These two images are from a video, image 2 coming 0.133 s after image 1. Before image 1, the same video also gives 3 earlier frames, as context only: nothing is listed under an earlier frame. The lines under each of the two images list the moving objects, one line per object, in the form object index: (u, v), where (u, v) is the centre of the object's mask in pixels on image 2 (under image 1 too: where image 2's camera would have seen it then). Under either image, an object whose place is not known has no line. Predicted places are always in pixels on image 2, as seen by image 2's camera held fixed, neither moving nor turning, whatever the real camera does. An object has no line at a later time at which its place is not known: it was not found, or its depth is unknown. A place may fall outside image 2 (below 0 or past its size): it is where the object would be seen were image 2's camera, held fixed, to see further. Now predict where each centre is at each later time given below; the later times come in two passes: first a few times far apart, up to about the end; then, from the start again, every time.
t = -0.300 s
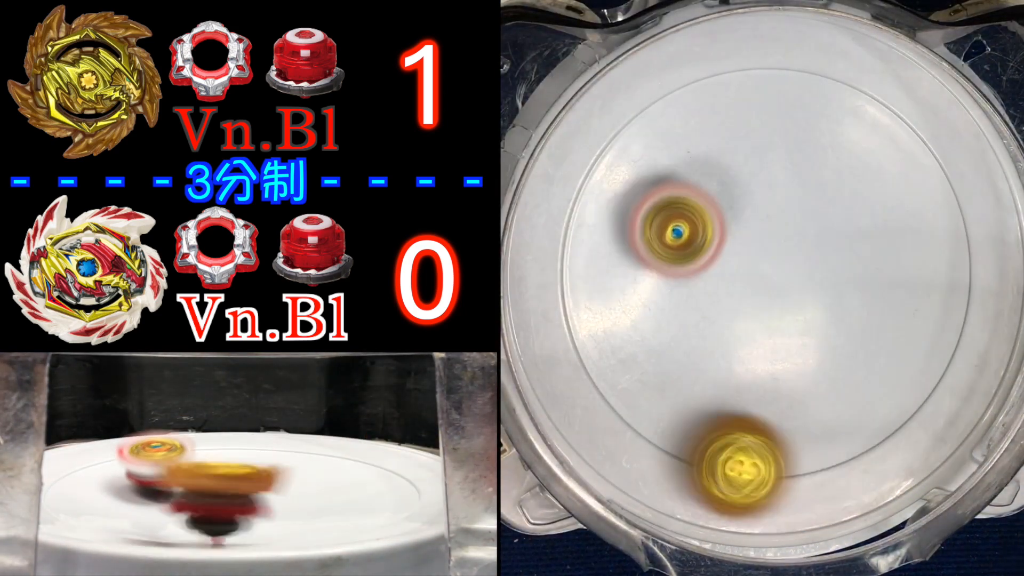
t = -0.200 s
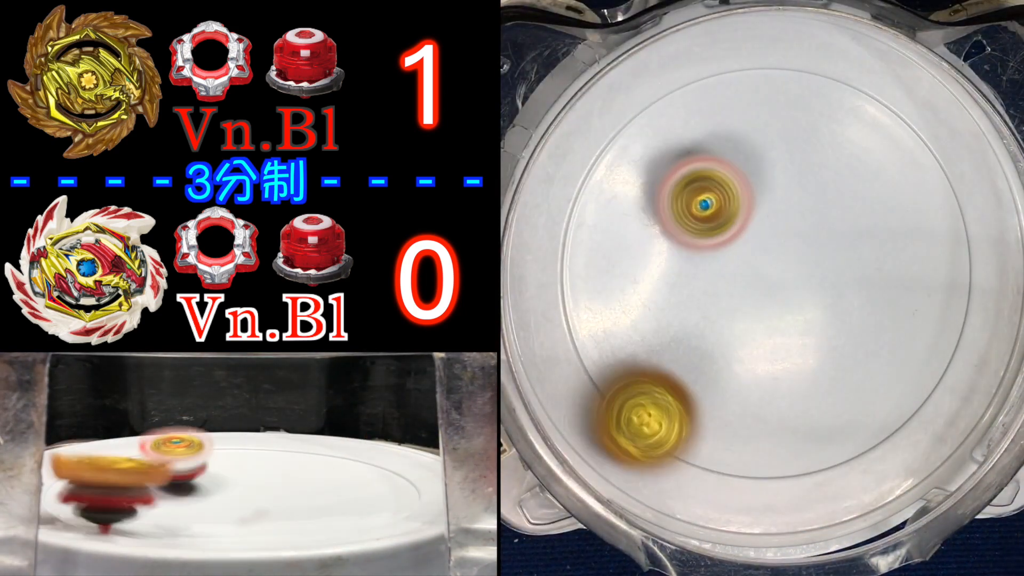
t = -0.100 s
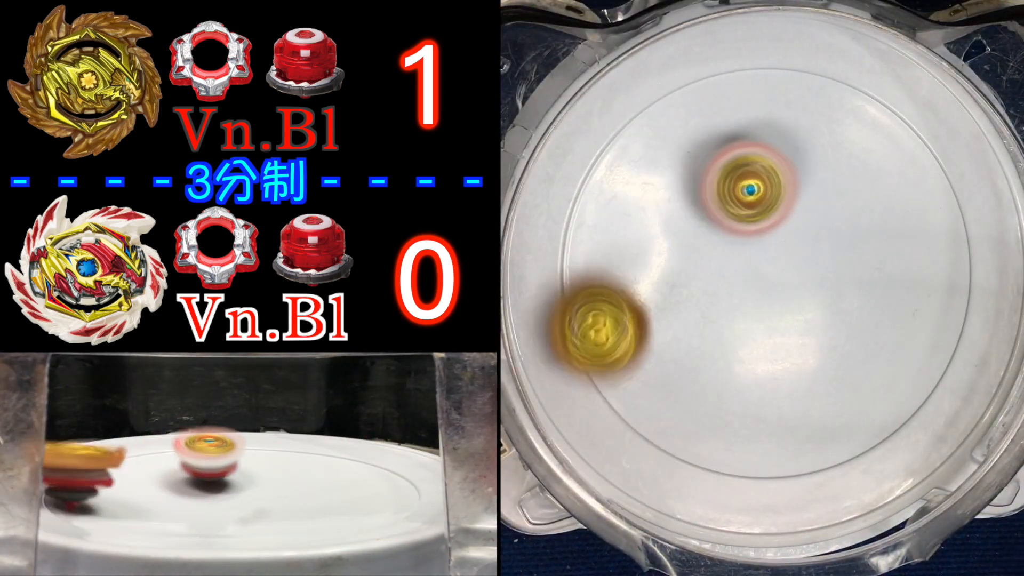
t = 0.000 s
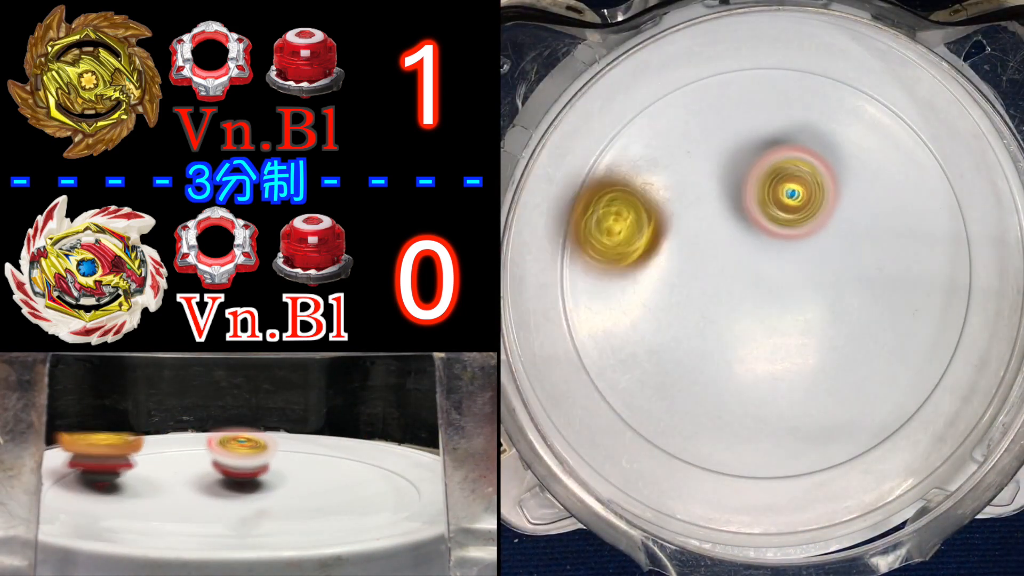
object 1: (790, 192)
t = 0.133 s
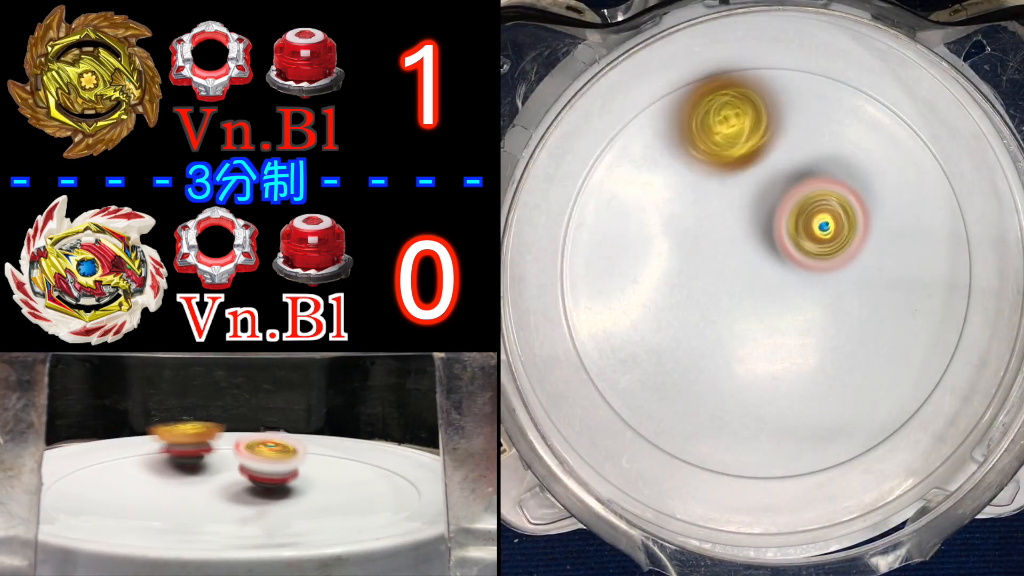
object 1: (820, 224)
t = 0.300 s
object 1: (806, 293)
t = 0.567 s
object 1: (706, 348)
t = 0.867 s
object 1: (687, 242)
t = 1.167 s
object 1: (835, 194)
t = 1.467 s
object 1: (845, 361)
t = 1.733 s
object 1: (701, 344)
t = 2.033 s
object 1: (733, 202)
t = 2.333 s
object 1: (859, 236)
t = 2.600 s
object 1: (825, 355)
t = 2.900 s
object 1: (706, 298)
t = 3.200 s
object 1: (753, 195)
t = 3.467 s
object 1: (836, 212)
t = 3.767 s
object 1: (836, 286)
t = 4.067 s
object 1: (818, 318)
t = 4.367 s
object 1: (809, 277)
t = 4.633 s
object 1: (818, 248)
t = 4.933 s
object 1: (818, 251)
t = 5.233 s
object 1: (793, 239)
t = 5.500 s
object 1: (769, 238)
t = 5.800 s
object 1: (759, 236)
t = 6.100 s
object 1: (732, 229)
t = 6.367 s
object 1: (744, 242)
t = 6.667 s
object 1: (650, 237)
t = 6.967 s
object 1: (739, 300)
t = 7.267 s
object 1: (782, 401)
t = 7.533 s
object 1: (811, 348)
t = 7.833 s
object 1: (823, 233)
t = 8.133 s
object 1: (776, 184)
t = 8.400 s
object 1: (724, 225)
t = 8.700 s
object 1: (722, 321)
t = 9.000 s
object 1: (785, 347)
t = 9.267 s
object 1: (825, 287)
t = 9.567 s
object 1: (802, 223)
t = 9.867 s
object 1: (729, 233)
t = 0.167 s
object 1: (822, 236)
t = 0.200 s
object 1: (822, 250)
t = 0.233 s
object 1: (819, 264)
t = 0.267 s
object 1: (814, 278)
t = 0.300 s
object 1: (806, 293)
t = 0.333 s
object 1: (797, 306)
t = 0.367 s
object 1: (786, 319)
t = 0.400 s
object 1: (773, 331)
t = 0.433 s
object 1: (760, 339)
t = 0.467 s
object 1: (745, 345)
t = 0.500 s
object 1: (732, 349)
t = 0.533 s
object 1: (718, 350)
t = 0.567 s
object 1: (706, 348)
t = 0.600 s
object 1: (694, 343)
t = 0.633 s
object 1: (683, 336)
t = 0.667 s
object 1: (676, 326)
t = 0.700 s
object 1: (670, 314)
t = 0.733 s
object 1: (667, 301)
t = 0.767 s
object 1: (667, 286)
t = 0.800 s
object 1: (670, 271)
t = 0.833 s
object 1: (677, 257)
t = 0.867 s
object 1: (687, 242)
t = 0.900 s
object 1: (699, 223)
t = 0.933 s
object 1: (715, 205)
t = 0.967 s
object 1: (731, 191)
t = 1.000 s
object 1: (748, 182)
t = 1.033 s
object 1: (767, 176)
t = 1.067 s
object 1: (785, 174)
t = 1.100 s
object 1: (803, 177)
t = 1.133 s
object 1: (820, 184)
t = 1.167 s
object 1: (835, 194)
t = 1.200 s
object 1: (850, 208)
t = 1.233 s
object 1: (861, 225)
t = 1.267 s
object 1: (870, 243)
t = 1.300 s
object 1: (875, 264)
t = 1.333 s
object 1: (876, 286)
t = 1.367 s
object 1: (874, 307)
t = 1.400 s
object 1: (868, 328)
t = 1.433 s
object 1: (857, 347)
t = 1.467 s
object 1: (845, 361)
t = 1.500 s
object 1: (829, 373)
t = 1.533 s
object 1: (810, 381)
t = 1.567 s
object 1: (791, 386)
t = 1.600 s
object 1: (769, 385)
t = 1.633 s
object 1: (748, 379)
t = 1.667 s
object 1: (729, 372)
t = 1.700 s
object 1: (714, 360)
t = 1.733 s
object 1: (701, 344)
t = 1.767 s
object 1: (691, 327)
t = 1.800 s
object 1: (685, 310)
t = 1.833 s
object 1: (683, 292)
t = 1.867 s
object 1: (685, 272)
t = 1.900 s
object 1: (689, 255)
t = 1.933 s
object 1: (696, 238)
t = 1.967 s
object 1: (706, 224)
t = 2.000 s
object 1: (718, 212)
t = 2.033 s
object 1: (733, 202)
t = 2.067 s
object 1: (748, 195)
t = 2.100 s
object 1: (766, 191)
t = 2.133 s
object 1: (783, 190)
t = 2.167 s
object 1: (800, 191)
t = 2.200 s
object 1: (816, 196)
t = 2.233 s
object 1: (831, 202)
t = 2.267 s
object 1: (843, 211)
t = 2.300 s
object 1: (853, 223)
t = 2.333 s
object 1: (859, 236)
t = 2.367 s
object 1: (864, 251)
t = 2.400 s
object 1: (865, 266)
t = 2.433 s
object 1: (862, 282)
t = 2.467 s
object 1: (859, 299)
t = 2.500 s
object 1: (855, 318)
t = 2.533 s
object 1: (848, 333)
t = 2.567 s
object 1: (838, 346)
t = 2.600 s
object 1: (825, 355)
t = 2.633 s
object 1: (811, 361)
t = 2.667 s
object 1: (796, 363)
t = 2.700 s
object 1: (779, 362)
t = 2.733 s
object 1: (763, 357)
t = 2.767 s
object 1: (747, 350)
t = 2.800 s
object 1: (733, 339)
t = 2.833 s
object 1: (722, 327)
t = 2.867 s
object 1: (712, 313)
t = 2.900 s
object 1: (706, 298)
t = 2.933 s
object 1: (702, 282)
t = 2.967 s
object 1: (701, 266)
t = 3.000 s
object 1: (702, 252)
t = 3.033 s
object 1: (707, 239)
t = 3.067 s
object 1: (713, 228)
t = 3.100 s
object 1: (721, 218)
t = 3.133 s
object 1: (732, 210)
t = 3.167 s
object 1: (742, 202)
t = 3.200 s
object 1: (753, 195)
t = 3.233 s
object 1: (764, 191)
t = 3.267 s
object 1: (775, 189)
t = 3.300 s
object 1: (786, 191)
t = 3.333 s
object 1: (797, 194)
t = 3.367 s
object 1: (807, 200)
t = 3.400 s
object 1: (816, 207)
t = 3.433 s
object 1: (825, 210)
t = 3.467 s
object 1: (836, 212)
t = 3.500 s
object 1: (844, 216)
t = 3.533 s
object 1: (850, 222)
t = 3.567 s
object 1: (853, 229)
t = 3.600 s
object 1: (854, 238)
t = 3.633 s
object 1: (852, 248)
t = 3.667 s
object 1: (848, 258)
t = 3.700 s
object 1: (842, 268)
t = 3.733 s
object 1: (835, 278)
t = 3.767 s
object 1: (836, 286)
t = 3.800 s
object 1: (834, 295)
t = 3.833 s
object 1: (829, 302)
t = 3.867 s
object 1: (823, 307)
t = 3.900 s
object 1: (818, 311)
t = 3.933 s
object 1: (821, 315)
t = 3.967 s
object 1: (823, 317)
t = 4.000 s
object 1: (822, 318)
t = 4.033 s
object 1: (821, 318)
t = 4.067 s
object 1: (818, 318)
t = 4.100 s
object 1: (815, 316)
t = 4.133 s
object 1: (810, 313)
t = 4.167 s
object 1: (806, 309)
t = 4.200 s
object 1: (803, 304)
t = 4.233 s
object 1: (804, 299)
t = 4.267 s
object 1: (806, 293)
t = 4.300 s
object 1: (807, 288)
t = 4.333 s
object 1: (809, 282)
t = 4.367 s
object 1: (809, 277)
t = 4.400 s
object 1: (809, 272)
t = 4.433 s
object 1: (809, 267)
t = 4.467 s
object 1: (809, 264)
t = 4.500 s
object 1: (808, 261)
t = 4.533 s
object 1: (808, 258)
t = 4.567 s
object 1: (809, 255)
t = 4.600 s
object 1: (814, 251)
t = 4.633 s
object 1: (818, 248)
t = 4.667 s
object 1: (821, 246)
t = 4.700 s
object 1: (822, 245)
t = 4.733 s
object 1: (822, 246)
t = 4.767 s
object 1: (820, 247)
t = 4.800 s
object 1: (817, 249)
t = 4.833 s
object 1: (815, 251)
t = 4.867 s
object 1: (818, 251)
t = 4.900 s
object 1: (819, 250)
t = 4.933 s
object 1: (818, 251)
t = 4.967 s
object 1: (816, 252)
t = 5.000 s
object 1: (813, 253)
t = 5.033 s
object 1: (808, 255)
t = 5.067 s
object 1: (805, 254)
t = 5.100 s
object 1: (805, 249)
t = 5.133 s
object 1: (803, 245)
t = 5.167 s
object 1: (801, 242)
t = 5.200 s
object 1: (797, 240)
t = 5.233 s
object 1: (793, 239)
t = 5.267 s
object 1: (789, 239)
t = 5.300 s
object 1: (784, 241)
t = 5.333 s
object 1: (780, 242)
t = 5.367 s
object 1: (775, 245)
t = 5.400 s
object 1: (772, 247)
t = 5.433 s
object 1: (771, 243)
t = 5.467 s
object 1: (770, 240)
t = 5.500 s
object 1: (769, 238)
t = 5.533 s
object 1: (768, 238)
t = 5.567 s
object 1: (766, 238)
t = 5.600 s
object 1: (764, 240)
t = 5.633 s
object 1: (763, 237)
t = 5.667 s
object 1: (762, 235)
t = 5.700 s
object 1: (761, 233)
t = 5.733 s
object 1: (760, 233)
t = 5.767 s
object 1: (759, 234)
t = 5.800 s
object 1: (759, 236)
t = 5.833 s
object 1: (758, 238)
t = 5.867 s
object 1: (757, 241)
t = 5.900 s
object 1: (756, 244)
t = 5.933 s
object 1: (755, 248)
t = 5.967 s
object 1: (752, 249)
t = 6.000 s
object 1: (744, 242)
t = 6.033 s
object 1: (739, 236)
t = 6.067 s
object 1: (735, 232)
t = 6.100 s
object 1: (732, 229)
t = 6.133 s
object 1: (731, 228)
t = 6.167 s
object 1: (732, 227)
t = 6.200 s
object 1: (733, 228)
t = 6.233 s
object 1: (734, 229)
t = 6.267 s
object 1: (736, 231)
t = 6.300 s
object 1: (738, 234)
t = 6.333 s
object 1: (741, 238)
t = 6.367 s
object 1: (744, 242)
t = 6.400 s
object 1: (729, 242)
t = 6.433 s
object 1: (704, 239)
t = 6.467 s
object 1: (683, 237)
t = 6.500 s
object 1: (667, 236)
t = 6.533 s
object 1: (655, 234)
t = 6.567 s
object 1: (648, 234)
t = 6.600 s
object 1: (645, 234)
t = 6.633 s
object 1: (645, 235)
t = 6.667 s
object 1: (650, 237)
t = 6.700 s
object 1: (656, 240)
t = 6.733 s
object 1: (665, 245)
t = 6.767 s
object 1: (676, 251)
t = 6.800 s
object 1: (687, 257)
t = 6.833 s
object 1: (697, 264)
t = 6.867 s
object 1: (709, 272)
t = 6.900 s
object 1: (719, 280)
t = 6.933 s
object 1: (729, 290)
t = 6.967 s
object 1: (739, 300)
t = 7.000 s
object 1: (749, 310)
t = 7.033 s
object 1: (756, 327)
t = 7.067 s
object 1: (760, 346)
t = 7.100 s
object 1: (765, 362)
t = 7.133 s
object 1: (769, 374)
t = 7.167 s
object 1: (773, 385)
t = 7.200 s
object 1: (776, 392)
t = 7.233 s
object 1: (779, 398)
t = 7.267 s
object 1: (782, 401)
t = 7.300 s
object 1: (785, 401)
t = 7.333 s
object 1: (787, 400)
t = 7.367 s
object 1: (791, 396)
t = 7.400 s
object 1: (794, 391)
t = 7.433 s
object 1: (799, 383)
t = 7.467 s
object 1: (803, 373)
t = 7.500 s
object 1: (807, 361)
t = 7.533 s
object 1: (811, 348)
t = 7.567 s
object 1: (815, 335)
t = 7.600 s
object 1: (818, 321)
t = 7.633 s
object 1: (821, 308)
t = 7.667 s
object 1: (823, 293)
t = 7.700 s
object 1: (824, 280)
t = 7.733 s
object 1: (825, 266)
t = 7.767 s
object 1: (825, 255)
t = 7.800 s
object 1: (825, 243)
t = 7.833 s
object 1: (823, 233)
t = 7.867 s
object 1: (821, 223)
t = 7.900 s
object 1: (818, 215)
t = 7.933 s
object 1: (814, 206)
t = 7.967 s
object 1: (810, 199)
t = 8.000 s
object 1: (804, 194)
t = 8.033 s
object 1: (798, 190)
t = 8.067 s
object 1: (791, 187)
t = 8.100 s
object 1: (783, 185)
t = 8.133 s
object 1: (776, 184)
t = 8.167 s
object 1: (768, 184)
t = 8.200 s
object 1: (761, 186)
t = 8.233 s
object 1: (754, 190)
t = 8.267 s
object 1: (747, 195)
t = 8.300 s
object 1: (740, 201)
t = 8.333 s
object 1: (734, 208)
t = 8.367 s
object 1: (728, 216)
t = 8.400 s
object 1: (724, 225)
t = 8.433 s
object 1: (720, 235)
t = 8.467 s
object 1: (717, 245)
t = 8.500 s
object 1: (715, 256)
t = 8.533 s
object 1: (714, 268)
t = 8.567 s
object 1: (714, 279)
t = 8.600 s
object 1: (714, 291)
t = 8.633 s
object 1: (715, 301)
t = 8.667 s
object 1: (719, 312)
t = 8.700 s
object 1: (722, 321)
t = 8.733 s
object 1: (727, 329)
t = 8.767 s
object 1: (733, 335)
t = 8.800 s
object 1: (739, 341)
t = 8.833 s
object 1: (747, 345)
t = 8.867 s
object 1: (754, 347)
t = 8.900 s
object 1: (762, 349)
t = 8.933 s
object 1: (770, 350)
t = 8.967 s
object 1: (777, 349)
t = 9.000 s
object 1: (785, 347)
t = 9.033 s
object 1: (792, 343)
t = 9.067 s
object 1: (799, 338)
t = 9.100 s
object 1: (806, 331)
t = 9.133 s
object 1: (812, 324)
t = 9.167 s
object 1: (817, 316)
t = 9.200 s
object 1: (821, 307)
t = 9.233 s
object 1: (824, 297)
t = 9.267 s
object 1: (825, 287)
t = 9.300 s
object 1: (827, 277)
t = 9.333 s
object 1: (827, 267)
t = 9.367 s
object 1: (825, 259)
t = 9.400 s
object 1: (824, 250)
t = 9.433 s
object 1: (822, 243)
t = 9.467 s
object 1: (818, 237)
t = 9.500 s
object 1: (814, 231)
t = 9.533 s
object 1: (808, 226)
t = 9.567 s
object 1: (802, 223)
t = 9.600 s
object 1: (795, 220)
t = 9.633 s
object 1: (788, 217)
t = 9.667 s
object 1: (779, 214)
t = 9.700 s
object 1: (770, 214)
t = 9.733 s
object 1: (762, 215)
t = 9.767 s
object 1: (754, 219)
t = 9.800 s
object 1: (744, 223)
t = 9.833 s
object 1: (736, 228)
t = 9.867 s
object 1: (729, 233)
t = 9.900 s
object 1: (721, 239)
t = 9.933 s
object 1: (716, 246)
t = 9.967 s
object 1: (713, 254)
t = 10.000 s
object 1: (711, 262)
